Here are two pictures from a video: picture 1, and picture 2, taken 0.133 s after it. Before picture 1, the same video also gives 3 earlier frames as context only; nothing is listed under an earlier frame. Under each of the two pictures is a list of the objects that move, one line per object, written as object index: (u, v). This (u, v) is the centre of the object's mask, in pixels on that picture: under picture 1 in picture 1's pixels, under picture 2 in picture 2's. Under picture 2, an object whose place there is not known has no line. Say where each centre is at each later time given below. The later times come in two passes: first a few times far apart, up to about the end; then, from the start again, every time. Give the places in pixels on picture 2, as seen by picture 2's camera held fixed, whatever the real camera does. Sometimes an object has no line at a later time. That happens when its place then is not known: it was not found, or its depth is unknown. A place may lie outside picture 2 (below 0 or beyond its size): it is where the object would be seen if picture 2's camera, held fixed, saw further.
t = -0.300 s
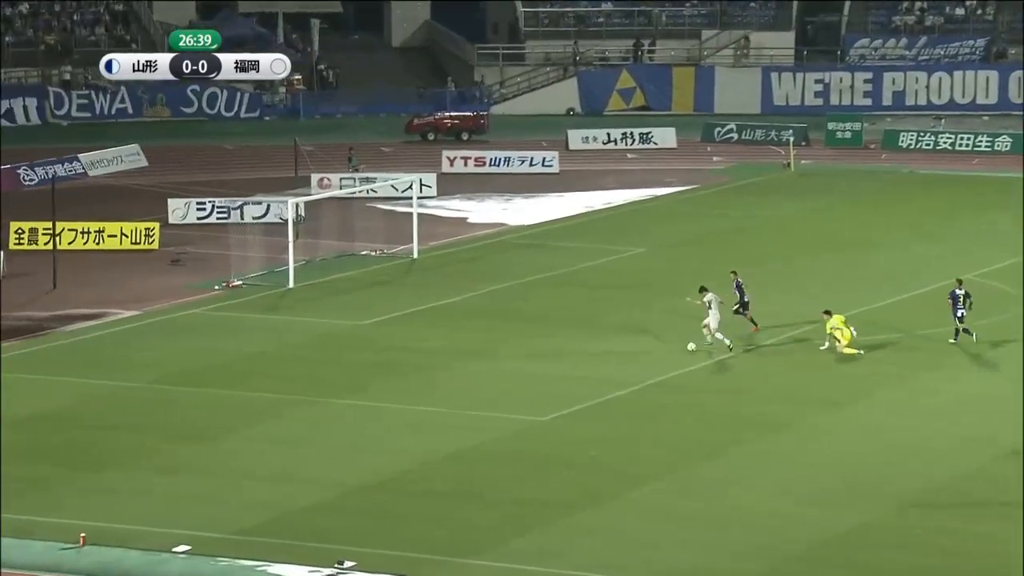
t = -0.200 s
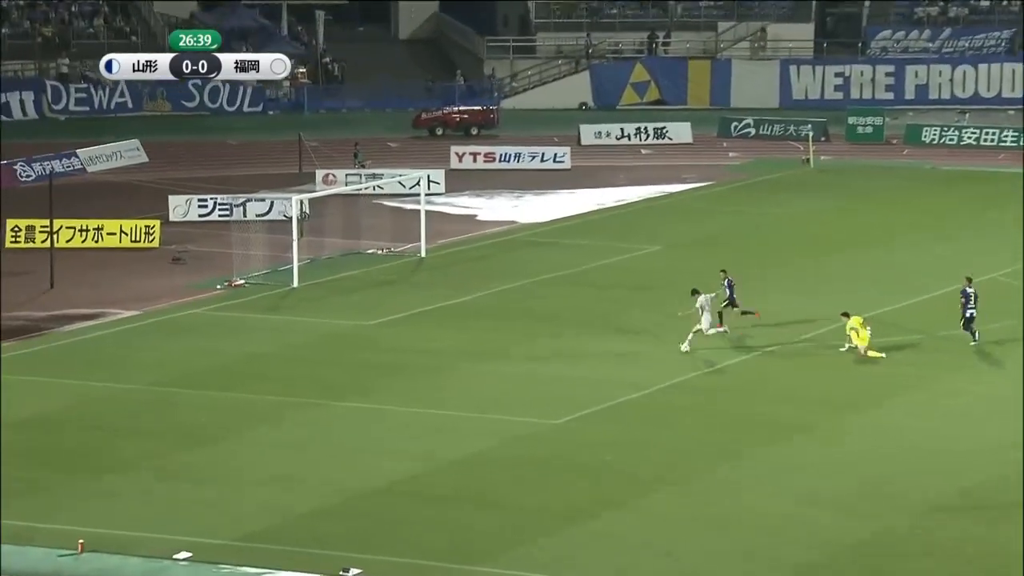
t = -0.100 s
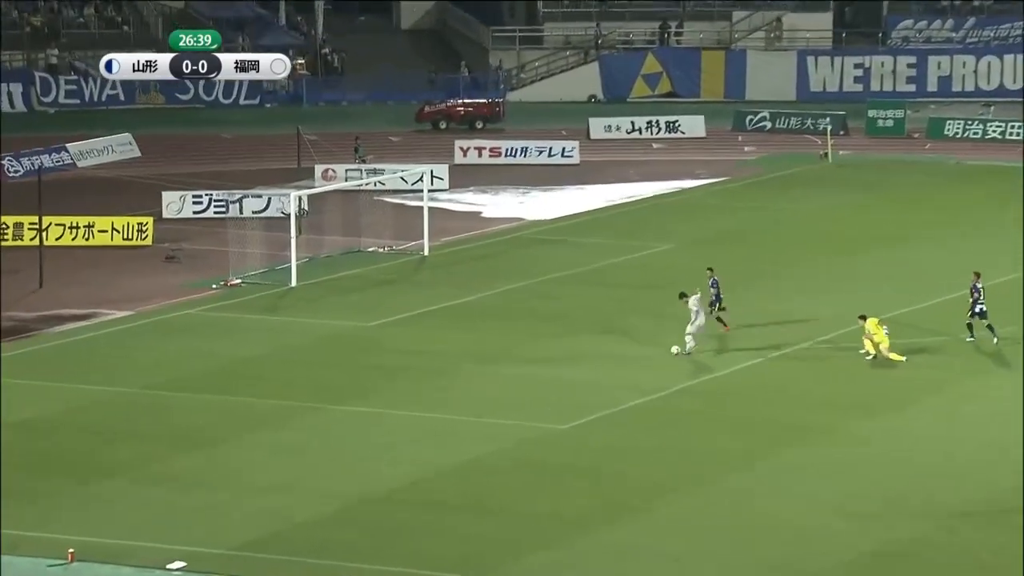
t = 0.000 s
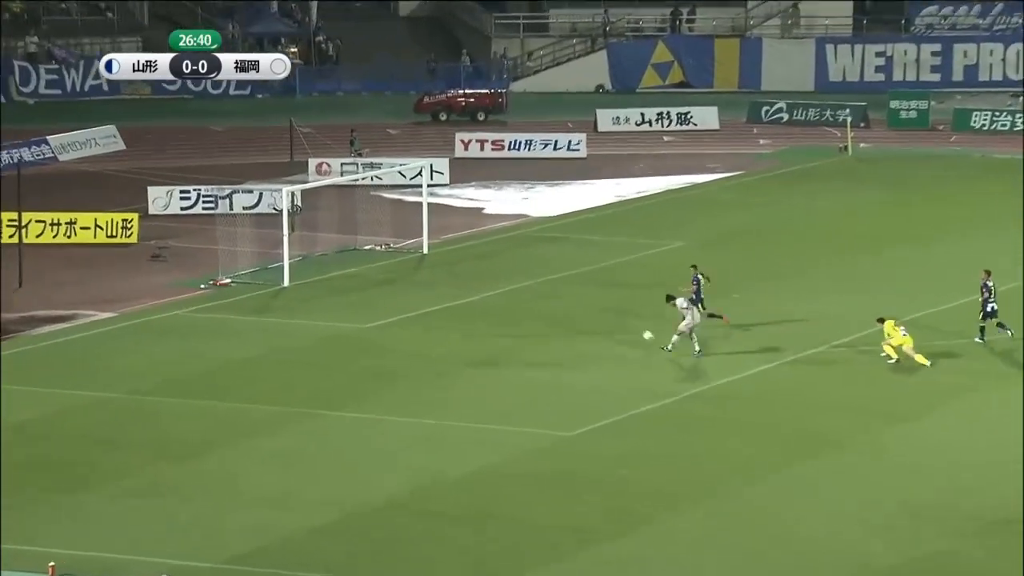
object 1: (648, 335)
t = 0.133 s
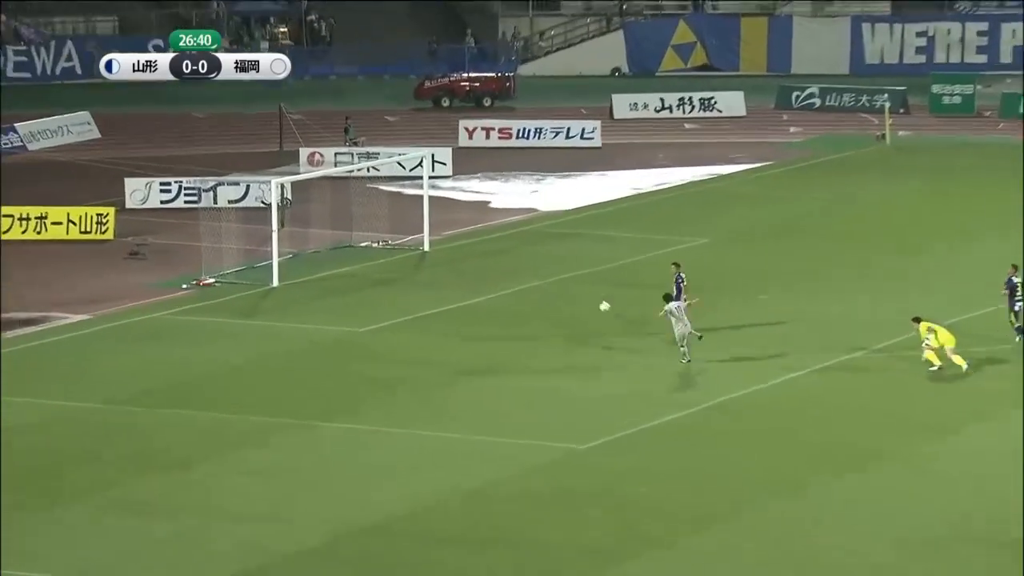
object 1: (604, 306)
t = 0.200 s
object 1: (578, 294)
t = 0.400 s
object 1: (510, 271)
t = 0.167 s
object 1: (590, 299)
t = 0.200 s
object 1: (578, 294)
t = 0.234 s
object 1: (565, 289)
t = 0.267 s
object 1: (553, 283)
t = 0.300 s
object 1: (542, 280)
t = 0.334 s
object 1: (531, 276)
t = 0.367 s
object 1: (520, 273)
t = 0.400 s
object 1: (510, 271)
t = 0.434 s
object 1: (500, 269)
